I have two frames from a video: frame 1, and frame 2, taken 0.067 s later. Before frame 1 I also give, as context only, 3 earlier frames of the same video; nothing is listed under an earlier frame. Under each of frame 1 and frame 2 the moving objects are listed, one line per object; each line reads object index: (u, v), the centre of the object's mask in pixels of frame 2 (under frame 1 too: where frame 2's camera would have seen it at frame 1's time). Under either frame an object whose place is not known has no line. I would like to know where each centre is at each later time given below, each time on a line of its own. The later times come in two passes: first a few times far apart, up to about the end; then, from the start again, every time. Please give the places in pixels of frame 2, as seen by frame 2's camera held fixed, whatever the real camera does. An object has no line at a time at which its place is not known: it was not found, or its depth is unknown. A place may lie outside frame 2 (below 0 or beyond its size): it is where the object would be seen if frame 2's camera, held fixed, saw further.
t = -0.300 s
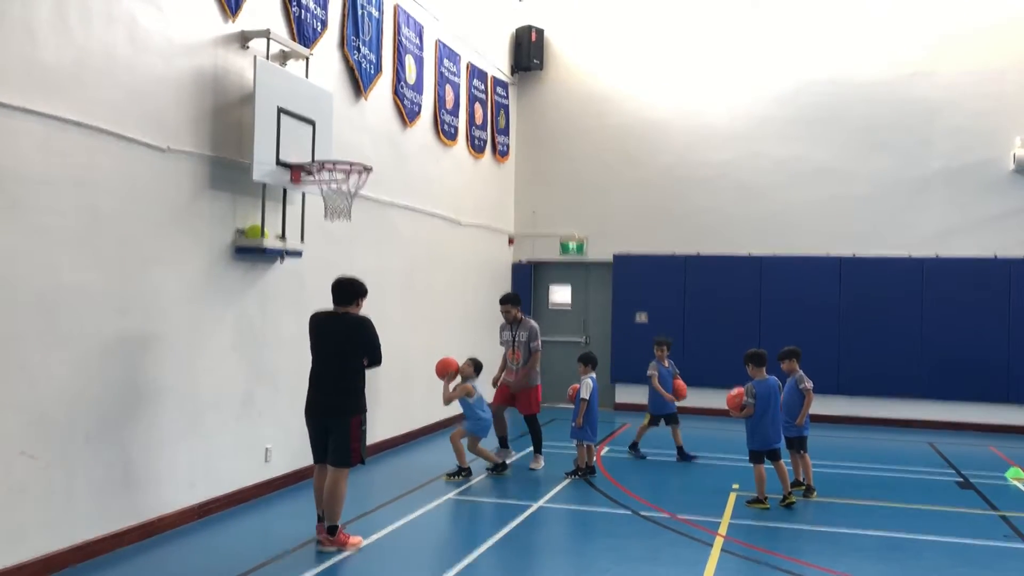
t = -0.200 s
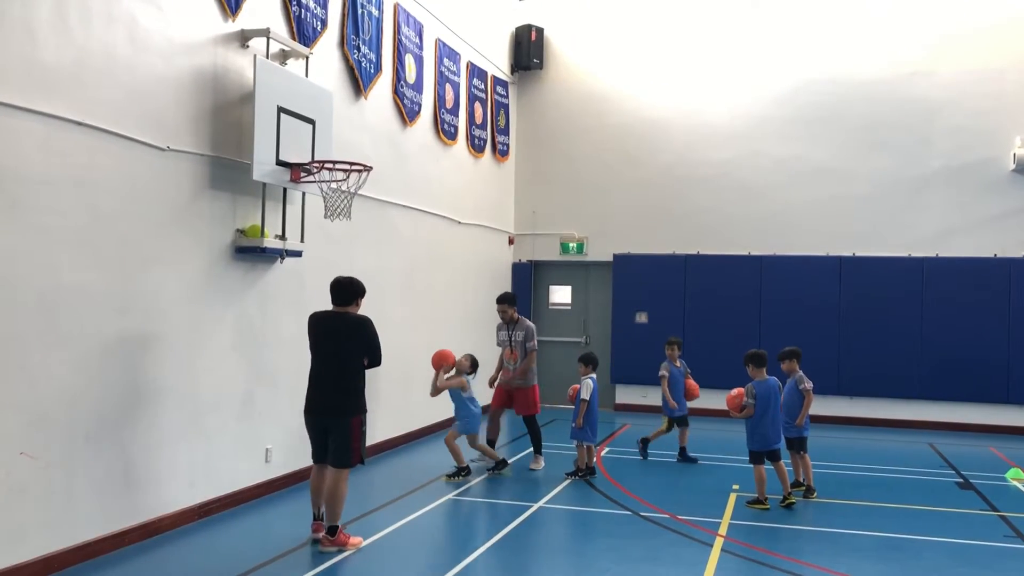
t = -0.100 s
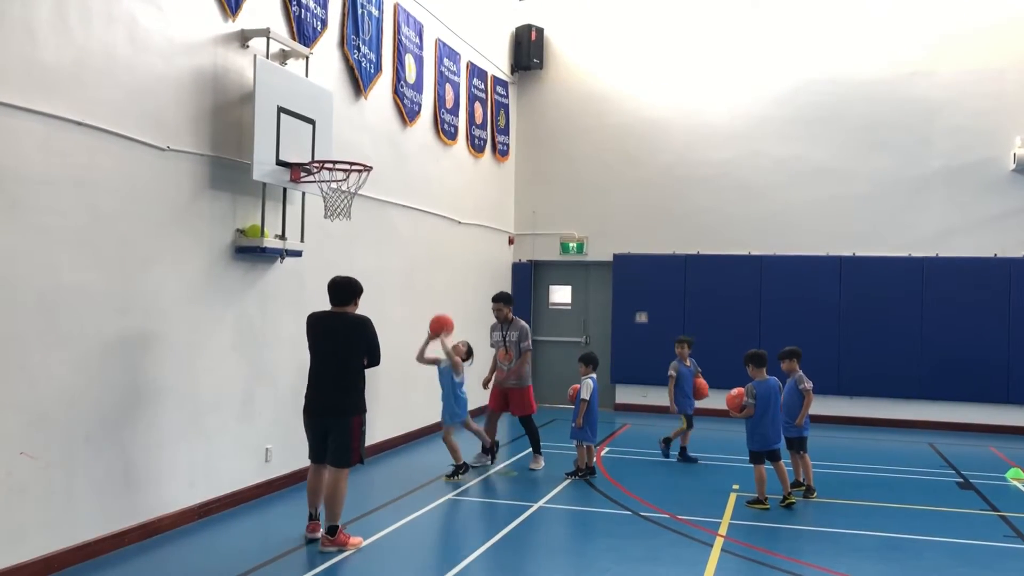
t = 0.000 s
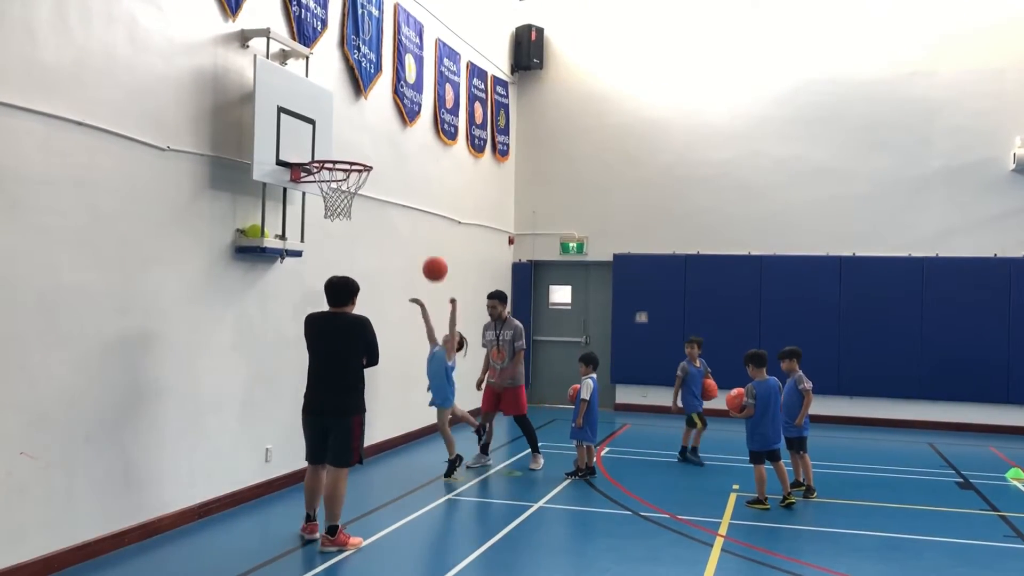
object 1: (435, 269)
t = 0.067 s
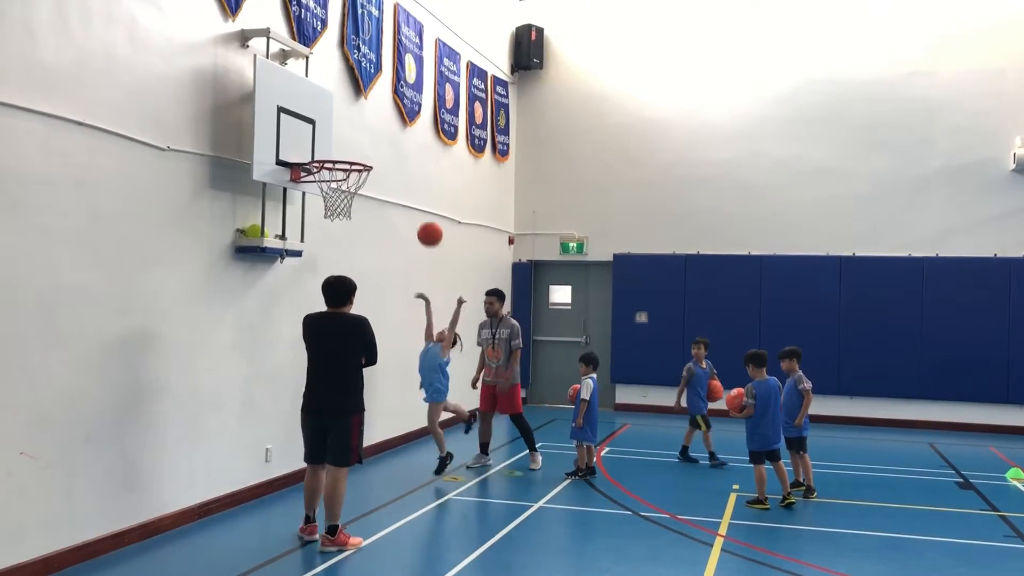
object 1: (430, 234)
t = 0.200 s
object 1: (419, 177)
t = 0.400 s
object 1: (400, 126)
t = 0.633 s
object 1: (377, 125)
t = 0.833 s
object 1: (352, 149)
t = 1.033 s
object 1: (327, 166)
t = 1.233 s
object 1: (338, 196)
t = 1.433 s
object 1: (354, 223)
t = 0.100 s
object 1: (427, 218)
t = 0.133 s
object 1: (424, 203)
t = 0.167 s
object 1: (422, 190)
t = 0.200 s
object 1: (419, 177)
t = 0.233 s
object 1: (416, 166)
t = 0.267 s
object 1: (413, 156)
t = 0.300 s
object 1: (410, 147)
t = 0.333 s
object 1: (407, 139)
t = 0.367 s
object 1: (404, 132)
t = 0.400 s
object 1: (400, 126)
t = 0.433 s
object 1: (397, 122)
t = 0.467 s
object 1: (394, 120)
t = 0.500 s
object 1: (391, 118)
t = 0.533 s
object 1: (388, 117)
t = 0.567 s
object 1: (384, 119)
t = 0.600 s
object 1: (380, 121)
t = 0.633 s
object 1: (377, 125)
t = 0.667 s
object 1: (373, 130)
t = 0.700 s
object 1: (369, 137)
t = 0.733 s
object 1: (366, 146)
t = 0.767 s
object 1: (362, 152)
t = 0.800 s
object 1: (357, 150)
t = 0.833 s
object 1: (352, 149)
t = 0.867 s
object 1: (347, 149)
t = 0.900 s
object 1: (342, 150)
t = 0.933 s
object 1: (337, 151)
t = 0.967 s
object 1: (332, 156)
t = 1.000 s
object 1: (326, 162)
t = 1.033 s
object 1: (327, 166)
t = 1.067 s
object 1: (329, 170)
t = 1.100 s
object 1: (330, 177)
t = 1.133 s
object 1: (331, 184)
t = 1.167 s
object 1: (333, 191)
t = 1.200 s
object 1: (335, 195)
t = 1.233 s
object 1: (338, 196)
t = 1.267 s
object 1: (341, 198)
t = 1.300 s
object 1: (344, 201)
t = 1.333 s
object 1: (346, 204)
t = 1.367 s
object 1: (350, 209)
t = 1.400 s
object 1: (352, 215)
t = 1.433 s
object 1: (354, 223)
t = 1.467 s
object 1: (357, 232)
